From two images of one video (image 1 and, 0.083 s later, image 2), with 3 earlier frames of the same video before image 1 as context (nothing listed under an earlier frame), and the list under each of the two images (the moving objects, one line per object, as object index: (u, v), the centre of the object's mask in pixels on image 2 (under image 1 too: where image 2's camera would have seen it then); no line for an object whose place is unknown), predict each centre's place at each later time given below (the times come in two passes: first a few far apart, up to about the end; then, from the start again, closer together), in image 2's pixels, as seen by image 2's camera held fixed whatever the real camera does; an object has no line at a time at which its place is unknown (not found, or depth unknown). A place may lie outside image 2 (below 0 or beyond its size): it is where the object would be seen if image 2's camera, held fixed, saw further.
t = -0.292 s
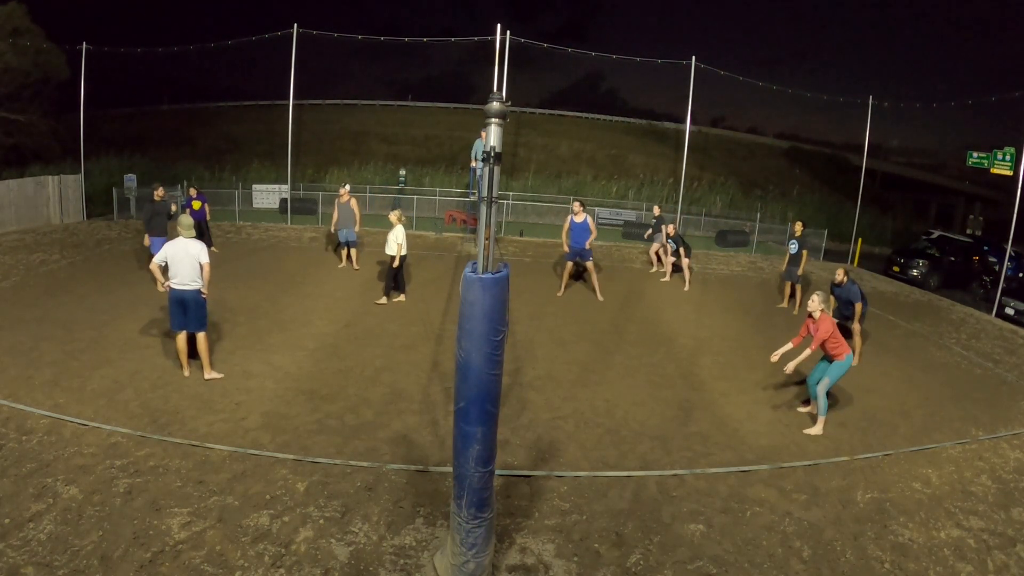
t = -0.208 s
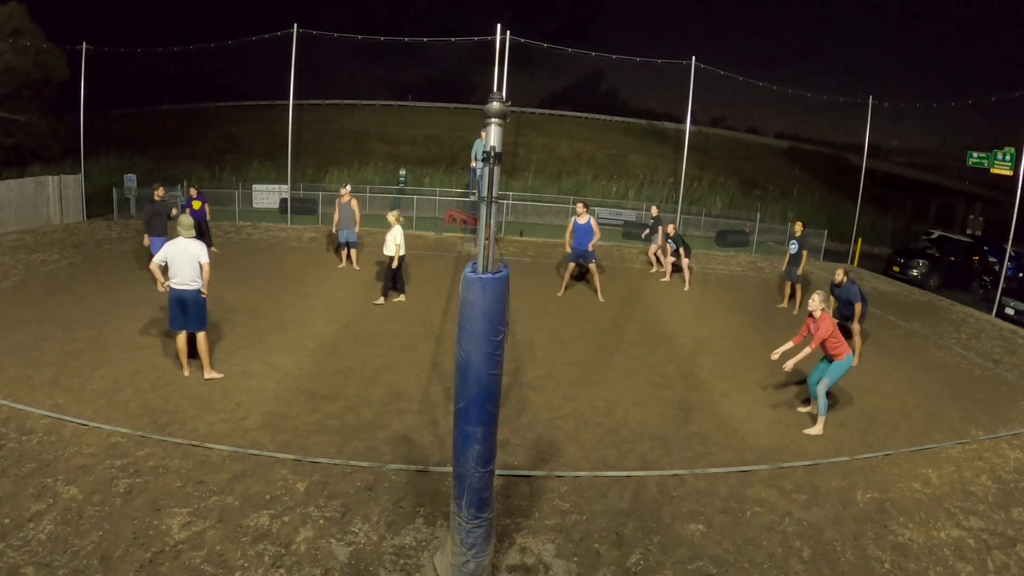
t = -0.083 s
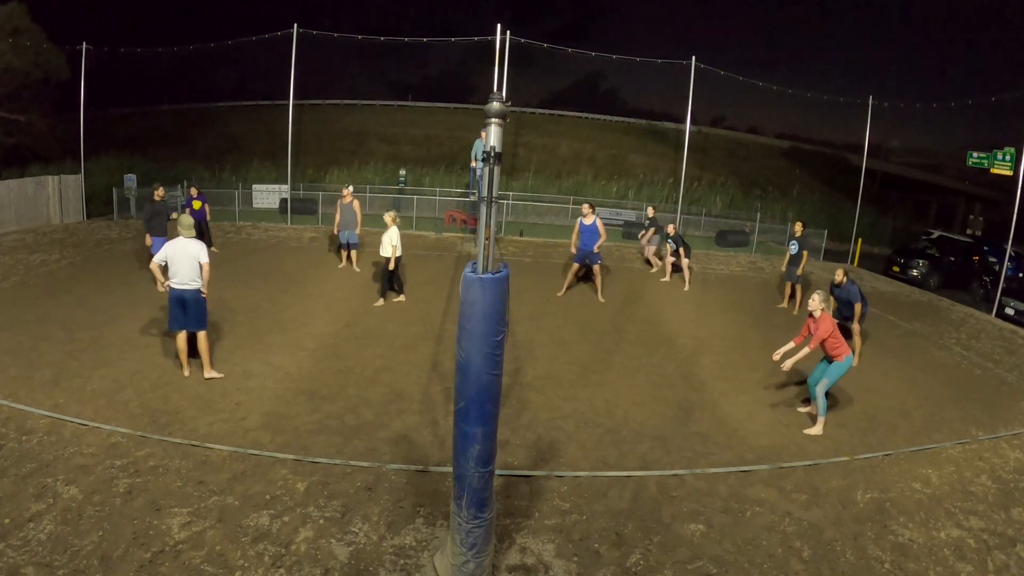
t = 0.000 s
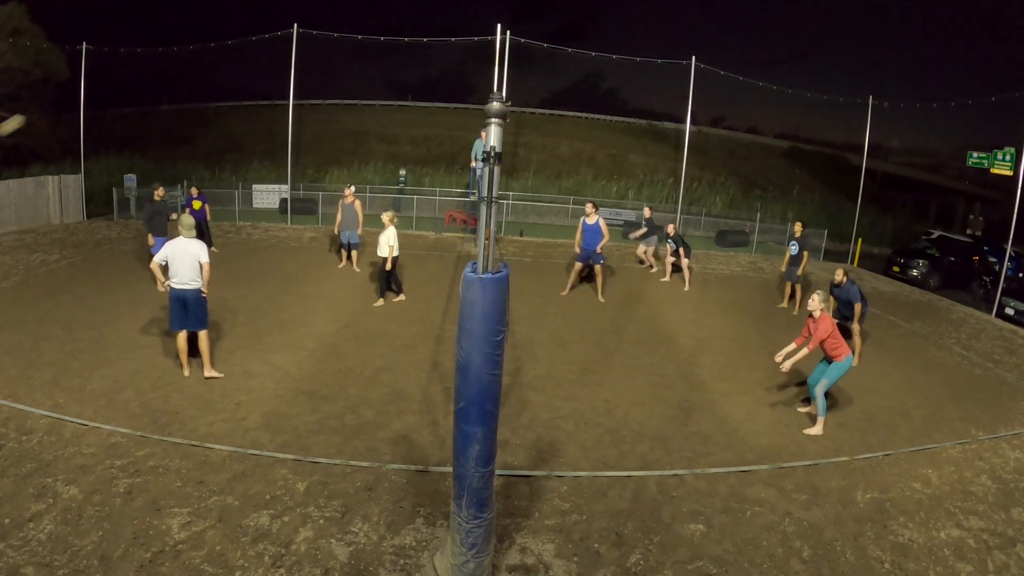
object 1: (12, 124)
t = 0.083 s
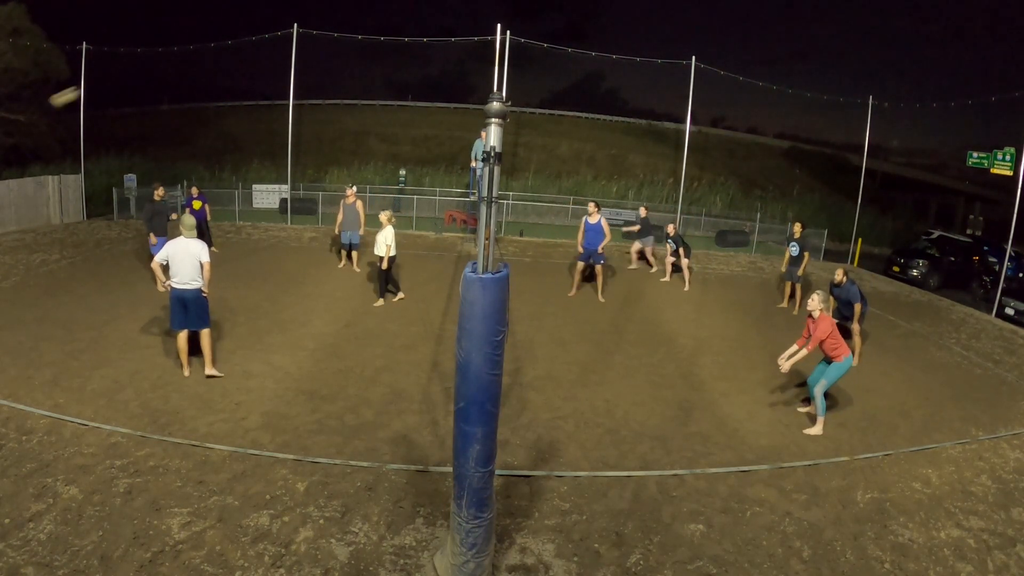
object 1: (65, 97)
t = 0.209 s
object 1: (160, 65)
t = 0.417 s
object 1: (347, 43)
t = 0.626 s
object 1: (539, 66)
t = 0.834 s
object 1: (703, 126)
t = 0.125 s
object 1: (96, 84)
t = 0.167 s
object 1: (126, 74)
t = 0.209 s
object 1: (160, 65)
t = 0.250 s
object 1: (195, 57)
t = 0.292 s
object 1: (231, 51)
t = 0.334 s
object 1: (269, 46)
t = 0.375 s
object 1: (308, 44)
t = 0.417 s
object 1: (347, 43)
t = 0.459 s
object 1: (385, 44)
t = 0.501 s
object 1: (425, 47)
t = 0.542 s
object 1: (464, 52)
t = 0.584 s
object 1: (502, 58)
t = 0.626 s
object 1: (539, 66)
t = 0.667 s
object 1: (575, 75)
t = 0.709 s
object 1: (609, 86)
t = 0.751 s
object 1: (641, 98)
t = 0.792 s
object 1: (671, 111)
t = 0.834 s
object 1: (703, 126)
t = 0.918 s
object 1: (750, 154)
